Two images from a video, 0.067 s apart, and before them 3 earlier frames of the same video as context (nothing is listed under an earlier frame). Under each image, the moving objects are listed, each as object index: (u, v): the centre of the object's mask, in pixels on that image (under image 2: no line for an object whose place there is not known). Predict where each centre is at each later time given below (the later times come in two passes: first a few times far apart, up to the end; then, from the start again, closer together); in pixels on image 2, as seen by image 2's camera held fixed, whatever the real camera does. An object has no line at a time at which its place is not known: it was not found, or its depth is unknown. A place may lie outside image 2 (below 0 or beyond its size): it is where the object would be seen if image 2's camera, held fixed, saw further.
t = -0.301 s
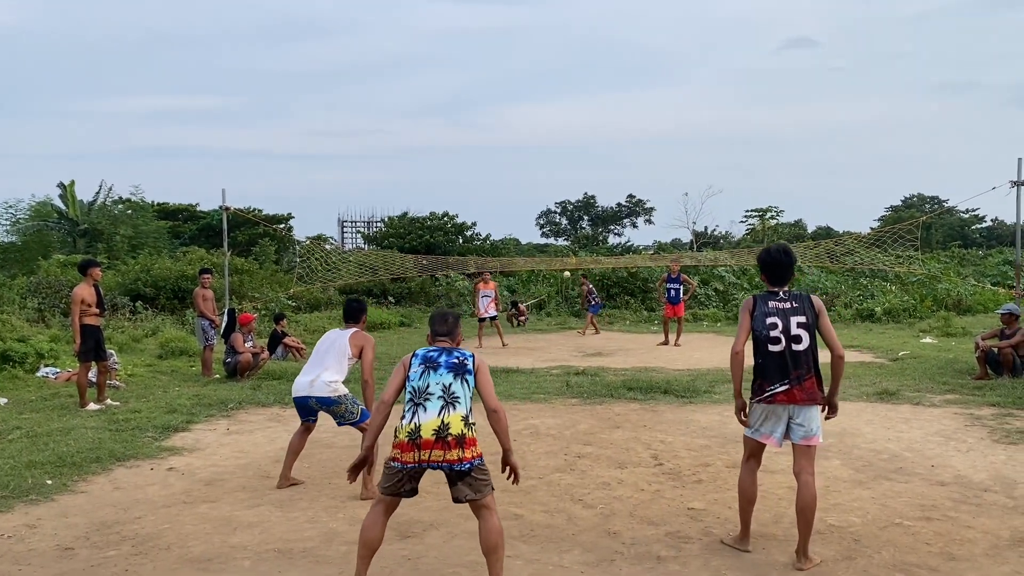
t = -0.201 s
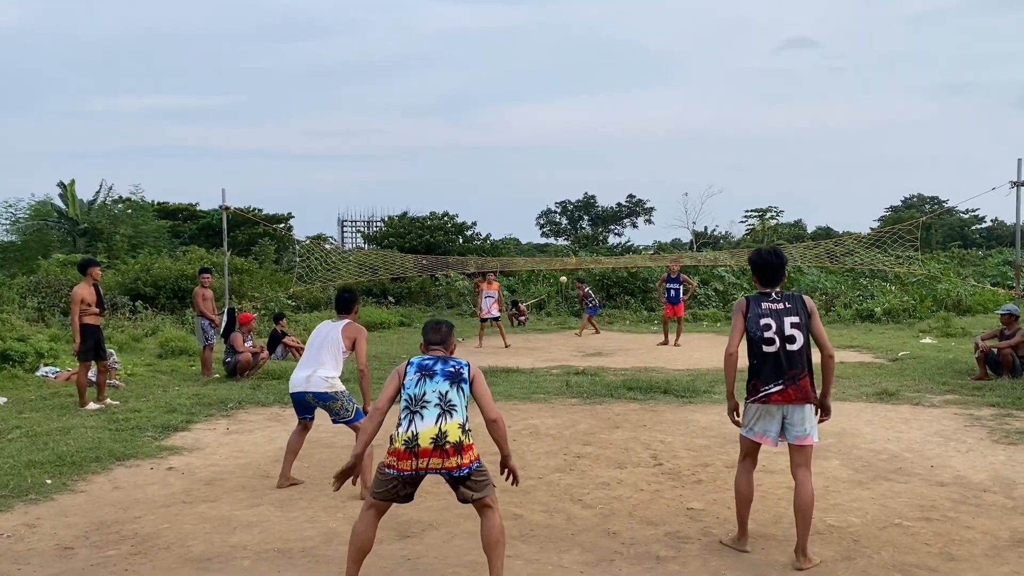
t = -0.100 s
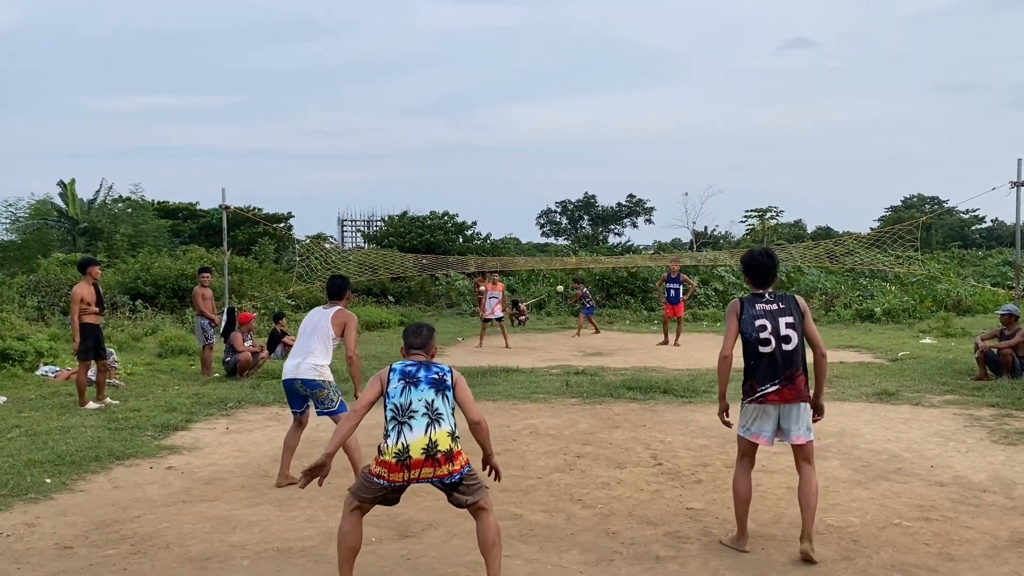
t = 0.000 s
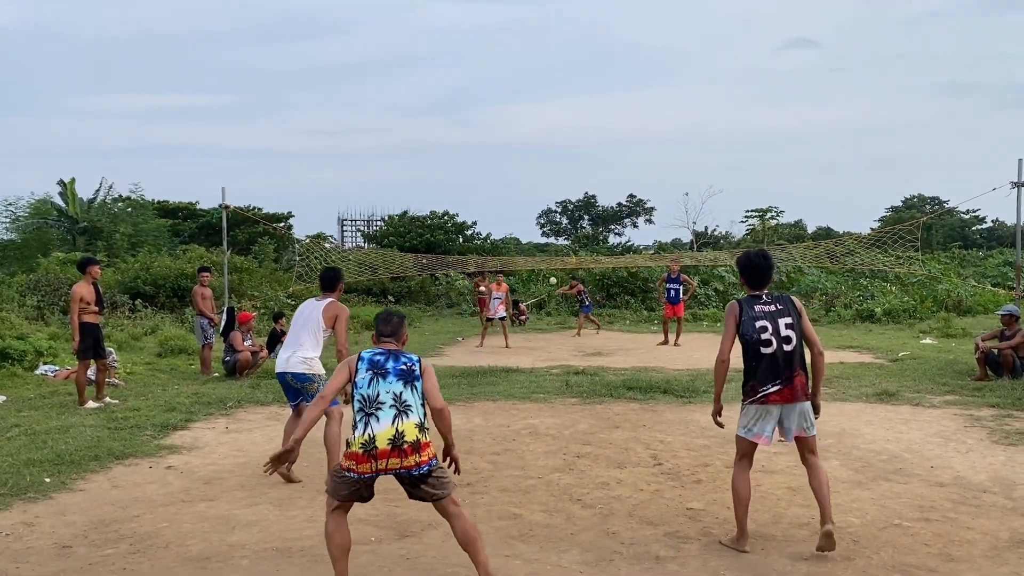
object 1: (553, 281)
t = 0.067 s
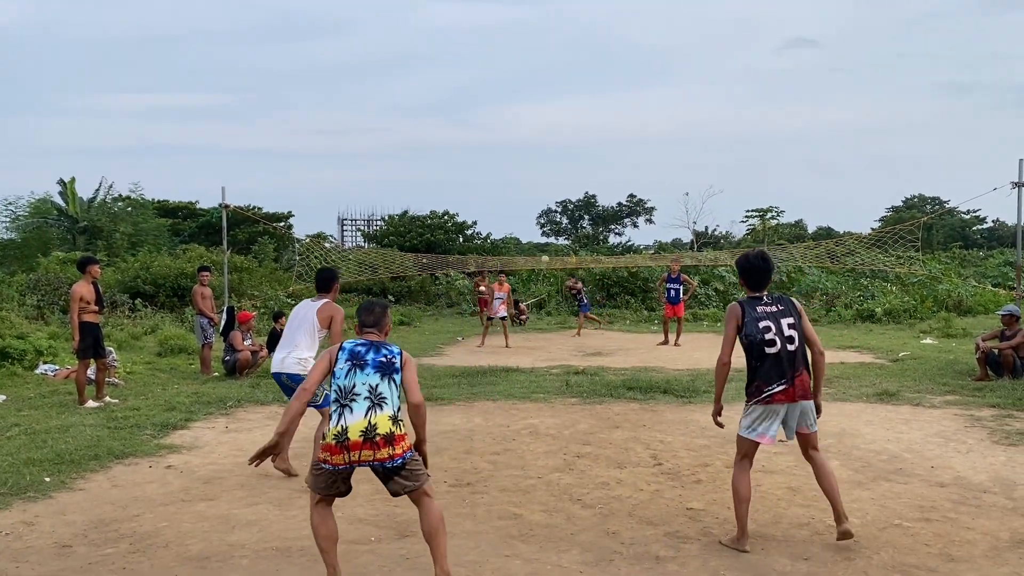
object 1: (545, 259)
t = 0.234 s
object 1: (521, 205)
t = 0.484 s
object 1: (472, 135)
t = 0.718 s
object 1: (405, 90)
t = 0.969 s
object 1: (287, 79)
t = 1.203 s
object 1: (87, 157)
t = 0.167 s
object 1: (532, 227)
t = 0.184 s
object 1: (529, 221)
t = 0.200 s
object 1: (527, 216)
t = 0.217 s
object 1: (524, 211)
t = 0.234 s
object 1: (521, 205)
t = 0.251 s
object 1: (519, 200)
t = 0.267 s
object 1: (516, 195)
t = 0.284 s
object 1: (513, 190)
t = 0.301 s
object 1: (510, 185)
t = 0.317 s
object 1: (507, 180)
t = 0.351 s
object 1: (500, 170)
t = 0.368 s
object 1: (497, 165)
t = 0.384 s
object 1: (494, 160)
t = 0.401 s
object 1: (491, 156)
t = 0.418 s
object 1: (487, 152)
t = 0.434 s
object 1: (483, 147)
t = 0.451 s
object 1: (479, 143)
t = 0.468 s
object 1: (475, 139)
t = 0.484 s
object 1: (472, 135)
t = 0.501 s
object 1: (467, 131)
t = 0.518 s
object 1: (464, 127)
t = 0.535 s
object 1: (460, 123)
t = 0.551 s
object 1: (455, 120)
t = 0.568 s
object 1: (451, 116)
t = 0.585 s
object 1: (446, 113)
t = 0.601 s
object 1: (442, 110)
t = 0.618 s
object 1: (437, 106)
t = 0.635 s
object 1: (432, 103)
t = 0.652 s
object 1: (427, 100)
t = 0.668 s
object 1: (422, 98)
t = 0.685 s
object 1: (416, 95)
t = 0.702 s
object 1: (411, 92)
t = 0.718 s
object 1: (405, 90)
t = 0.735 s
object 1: (399, 88)
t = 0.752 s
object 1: (393, 86)
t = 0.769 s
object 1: (386, 84)
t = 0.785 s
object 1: (380, 82)
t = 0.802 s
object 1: (373, 81)
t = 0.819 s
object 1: (366, 79)
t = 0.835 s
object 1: (358, 78)
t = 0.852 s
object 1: (351, 77)
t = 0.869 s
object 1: (343, 76)
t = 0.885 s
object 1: (334, 76)
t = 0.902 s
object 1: (326, 76)
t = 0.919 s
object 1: (317, 76)
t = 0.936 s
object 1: (307, 77)
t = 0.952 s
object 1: (297, 78)
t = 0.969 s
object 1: (287, 79)
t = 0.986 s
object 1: (276, 81)
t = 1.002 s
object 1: (265, 83)
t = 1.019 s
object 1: (254, 86)
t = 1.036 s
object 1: (242, 89)
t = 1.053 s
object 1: (229, 93)
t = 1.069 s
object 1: (216, 97)
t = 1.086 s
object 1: (203, 102)
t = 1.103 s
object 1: (188, 107)
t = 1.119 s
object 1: (174, 114)
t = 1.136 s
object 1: (158, 120)
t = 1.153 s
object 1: (141, 128)
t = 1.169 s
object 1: (124, 137)
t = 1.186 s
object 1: (106, 146)
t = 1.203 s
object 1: (87, 157)
